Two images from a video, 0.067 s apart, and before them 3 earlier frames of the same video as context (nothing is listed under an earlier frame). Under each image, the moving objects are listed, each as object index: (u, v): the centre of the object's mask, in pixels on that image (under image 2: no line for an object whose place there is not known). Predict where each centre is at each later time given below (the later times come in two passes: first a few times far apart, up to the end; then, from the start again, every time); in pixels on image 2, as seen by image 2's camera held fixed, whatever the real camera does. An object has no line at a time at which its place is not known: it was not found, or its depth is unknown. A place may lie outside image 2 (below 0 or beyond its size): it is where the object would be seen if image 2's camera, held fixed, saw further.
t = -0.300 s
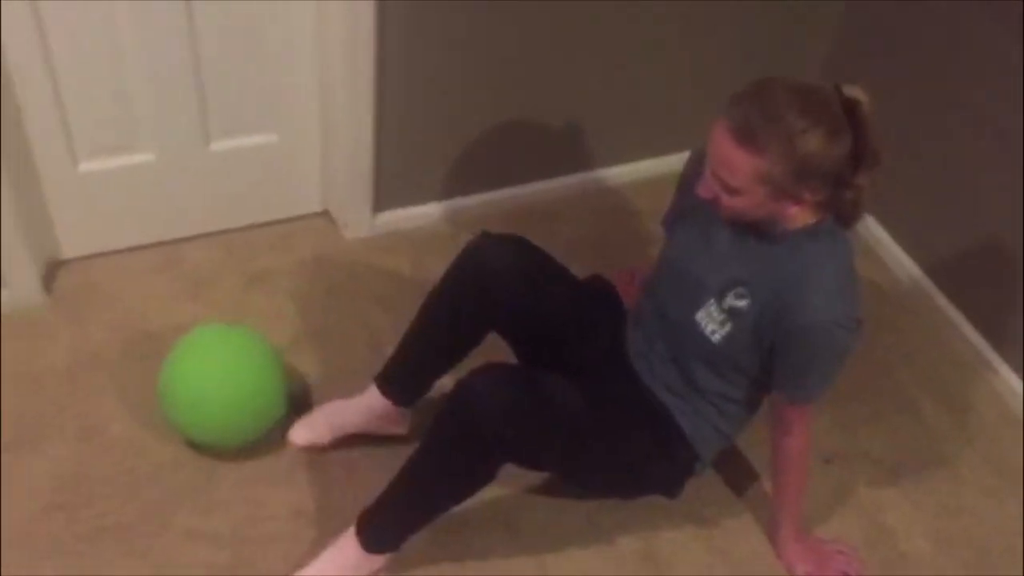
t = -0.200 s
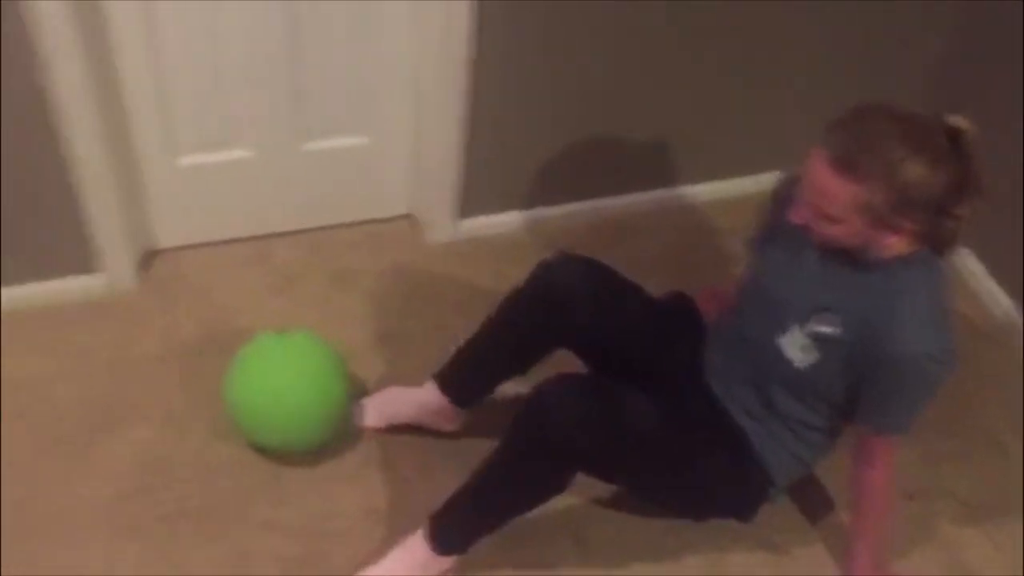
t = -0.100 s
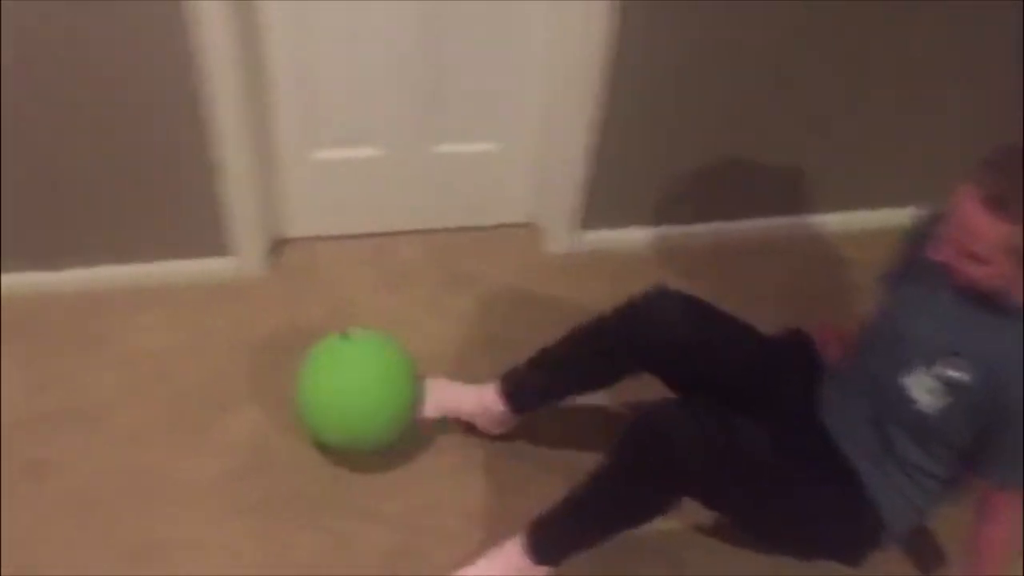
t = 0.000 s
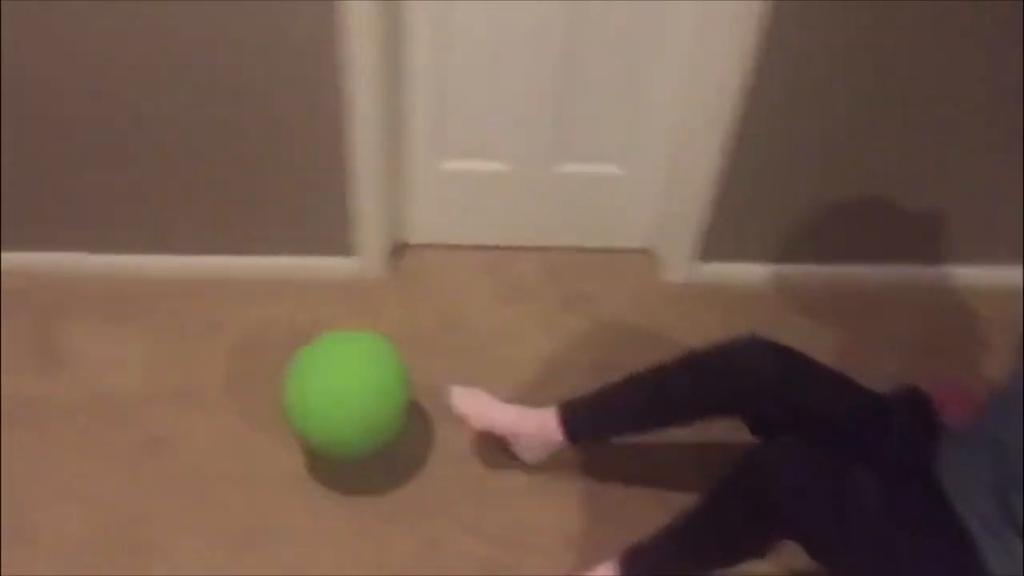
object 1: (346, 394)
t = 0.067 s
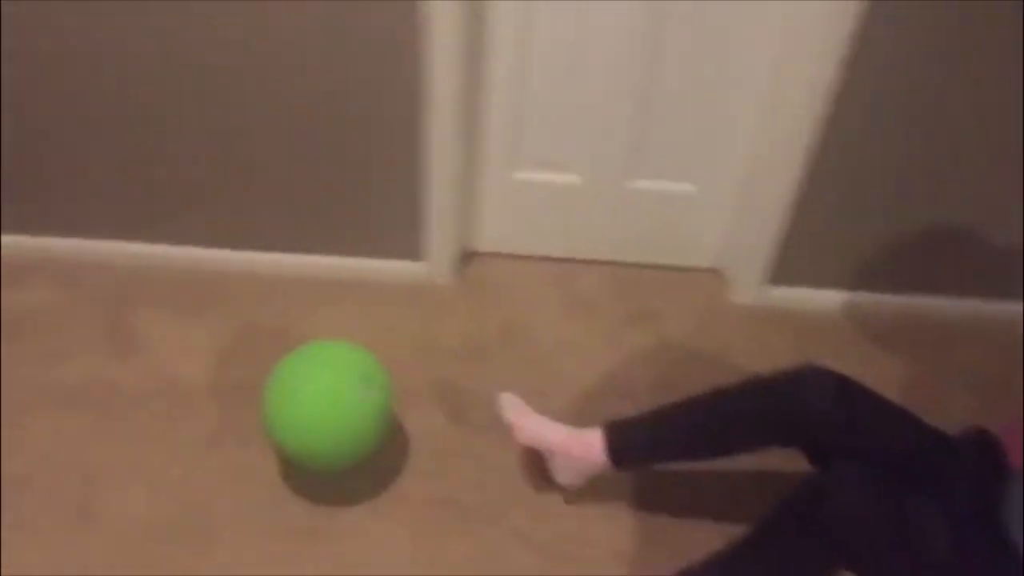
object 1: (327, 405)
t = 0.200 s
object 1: (187, 432)
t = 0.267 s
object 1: (130, 423)
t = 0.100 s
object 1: (288, 414)
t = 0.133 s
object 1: (250, 428)
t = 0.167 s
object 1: (216, 439)
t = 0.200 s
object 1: (187, 432)
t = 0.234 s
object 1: (158, 425)
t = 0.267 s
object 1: (130, 423)
